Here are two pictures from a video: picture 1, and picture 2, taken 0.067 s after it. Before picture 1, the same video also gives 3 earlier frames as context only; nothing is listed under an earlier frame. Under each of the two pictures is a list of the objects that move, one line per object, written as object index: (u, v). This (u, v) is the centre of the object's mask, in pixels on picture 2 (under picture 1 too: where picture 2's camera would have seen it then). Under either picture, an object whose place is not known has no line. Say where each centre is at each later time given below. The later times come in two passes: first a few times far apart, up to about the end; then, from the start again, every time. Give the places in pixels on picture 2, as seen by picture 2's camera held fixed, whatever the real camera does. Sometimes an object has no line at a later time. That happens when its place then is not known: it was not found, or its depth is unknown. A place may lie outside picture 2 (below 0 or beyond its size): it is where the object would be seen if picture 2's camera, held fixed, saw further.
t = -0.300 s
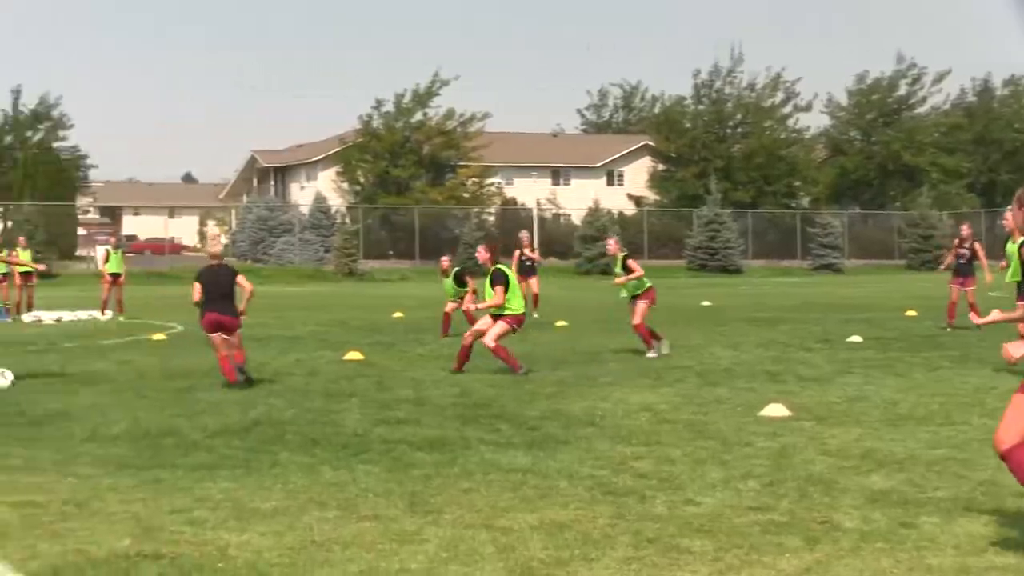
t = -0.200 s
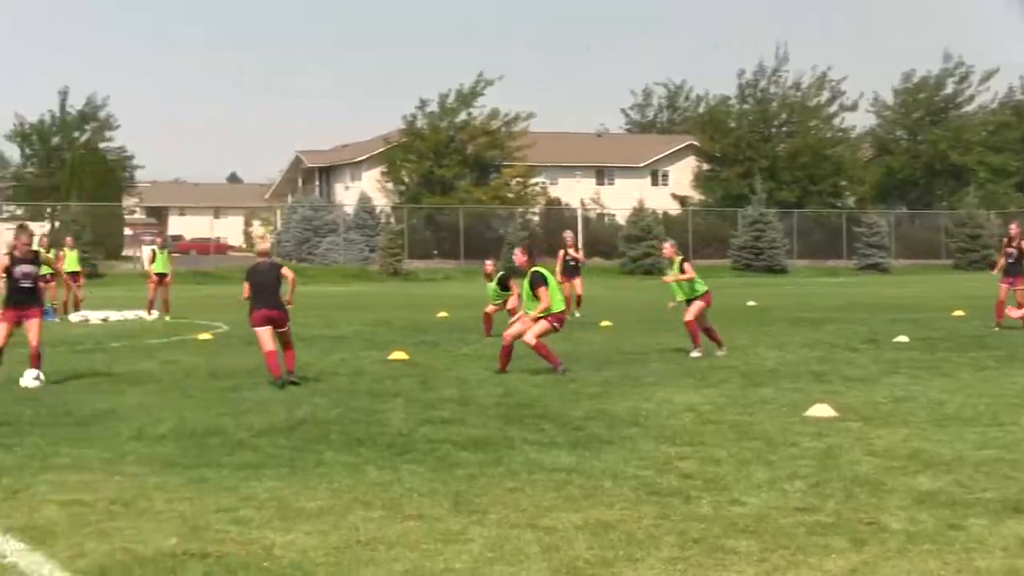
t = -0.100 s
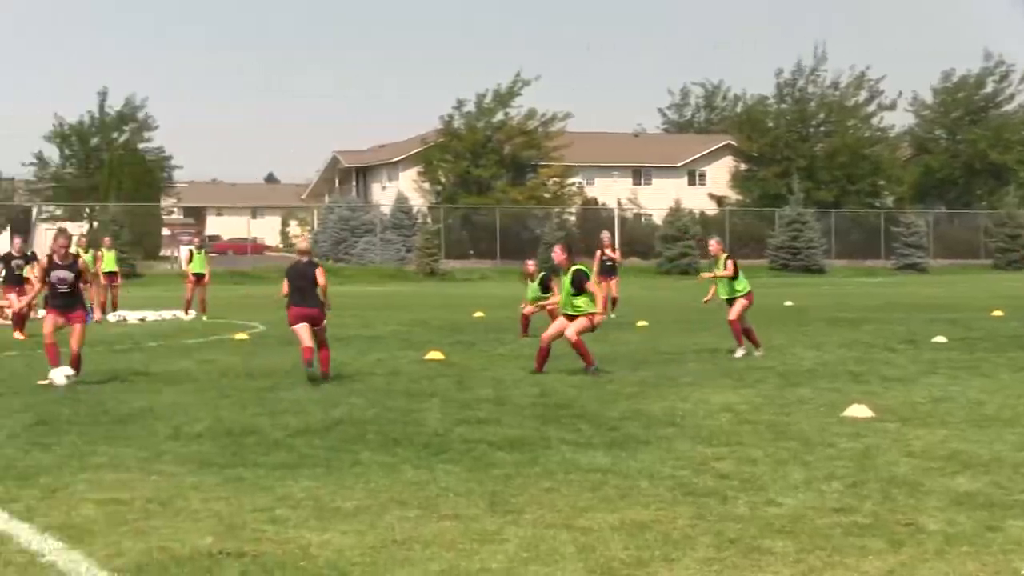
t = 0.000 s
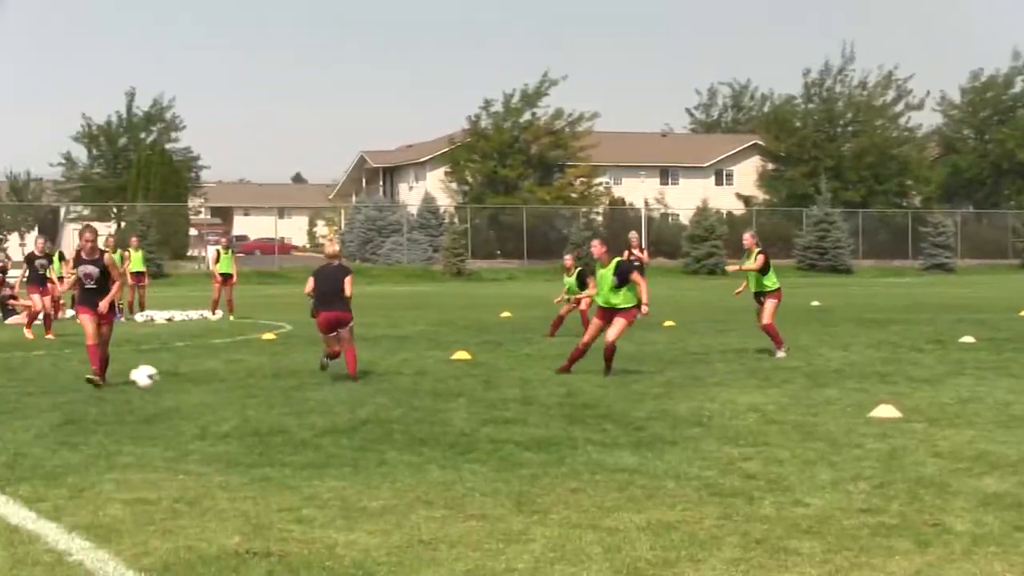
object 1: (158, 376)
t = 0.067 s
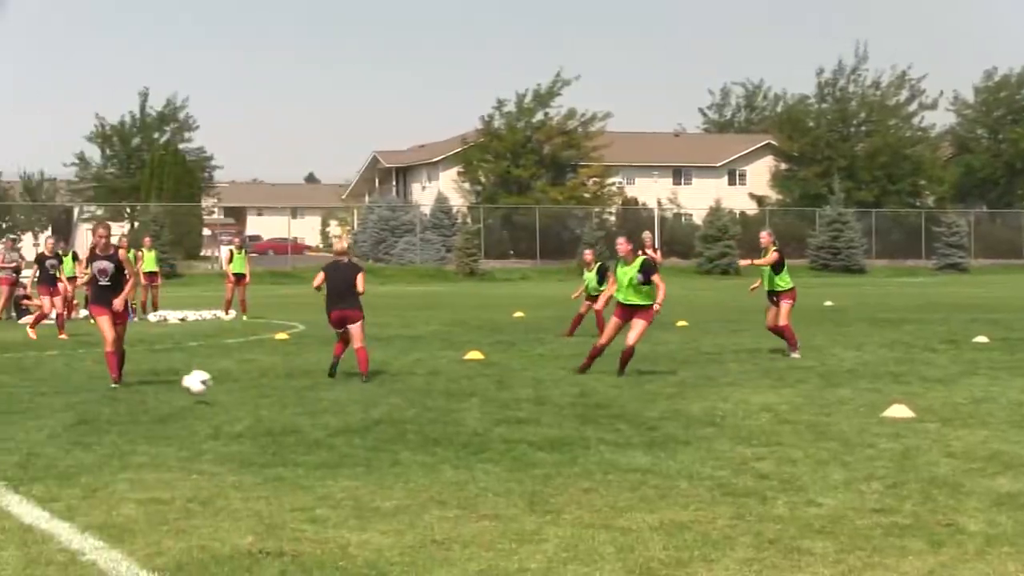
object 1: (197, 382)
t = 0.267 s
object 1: (328, 408)
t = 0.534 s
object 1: (531, 441)
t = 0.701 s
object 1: (674, 460)
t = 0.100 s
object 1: (218, 387)
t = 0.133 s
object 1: (240, 394)
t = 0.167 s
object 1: (263, 402)
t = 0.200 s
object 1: (285, 406)
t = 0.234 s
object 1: (305, 406)
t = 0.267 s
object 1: (328, 408)
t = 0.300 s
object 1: (350, 410)
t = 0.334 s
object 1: (375, 414)
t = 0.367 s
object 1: (401, 421)
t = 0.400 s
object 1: (427, 428)
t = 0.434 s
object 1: (455, 439)
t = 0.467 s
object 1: (484, 446)
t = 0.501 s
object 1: (507, 444)
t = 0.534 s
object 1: (531, 441)
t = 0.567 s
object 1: (558, 441)
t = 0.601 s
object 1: (584, 443)
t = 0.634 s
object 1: (612, 446)
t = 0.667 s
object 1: (642, 452)
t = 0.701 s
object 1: (674, 460)
